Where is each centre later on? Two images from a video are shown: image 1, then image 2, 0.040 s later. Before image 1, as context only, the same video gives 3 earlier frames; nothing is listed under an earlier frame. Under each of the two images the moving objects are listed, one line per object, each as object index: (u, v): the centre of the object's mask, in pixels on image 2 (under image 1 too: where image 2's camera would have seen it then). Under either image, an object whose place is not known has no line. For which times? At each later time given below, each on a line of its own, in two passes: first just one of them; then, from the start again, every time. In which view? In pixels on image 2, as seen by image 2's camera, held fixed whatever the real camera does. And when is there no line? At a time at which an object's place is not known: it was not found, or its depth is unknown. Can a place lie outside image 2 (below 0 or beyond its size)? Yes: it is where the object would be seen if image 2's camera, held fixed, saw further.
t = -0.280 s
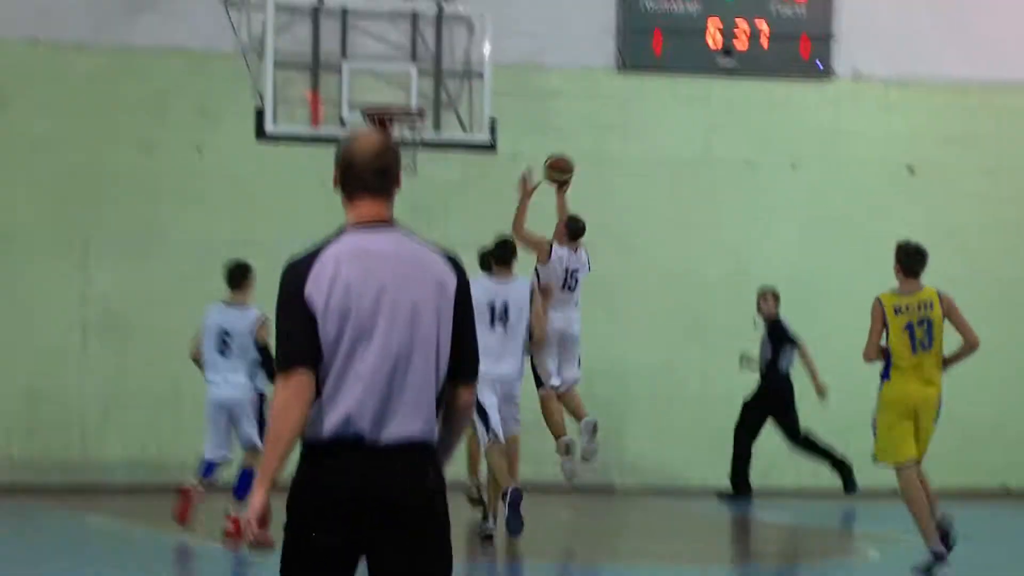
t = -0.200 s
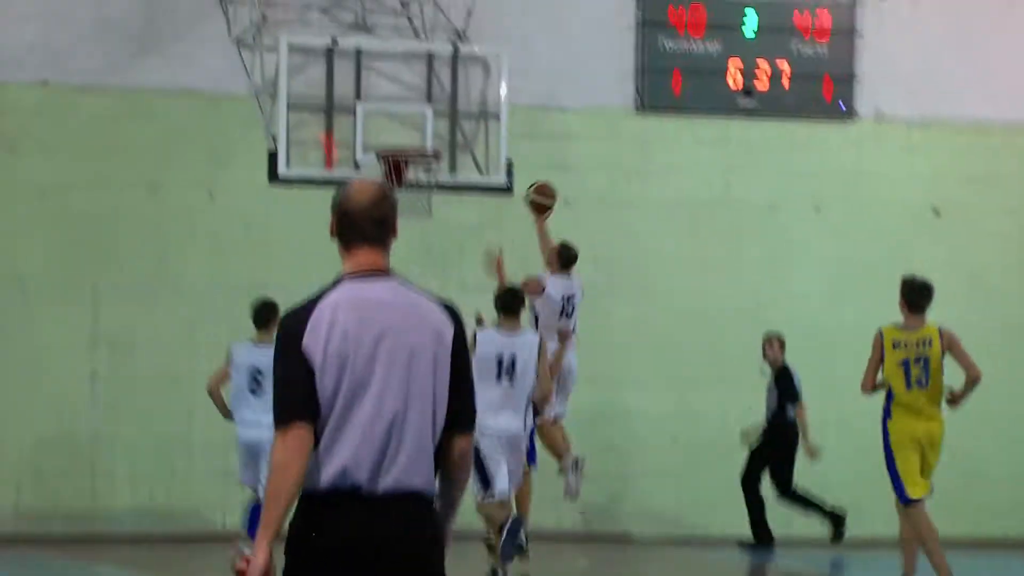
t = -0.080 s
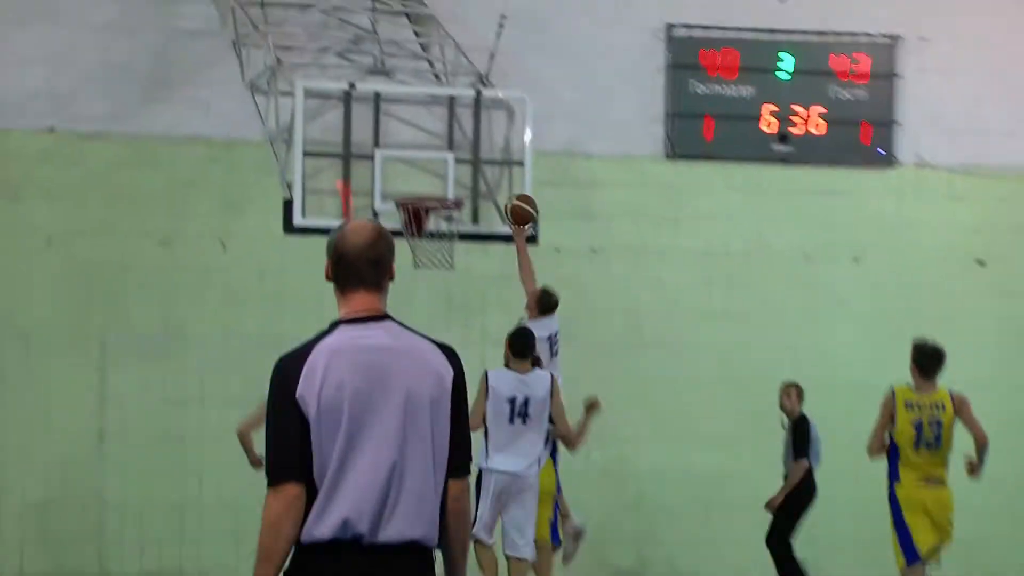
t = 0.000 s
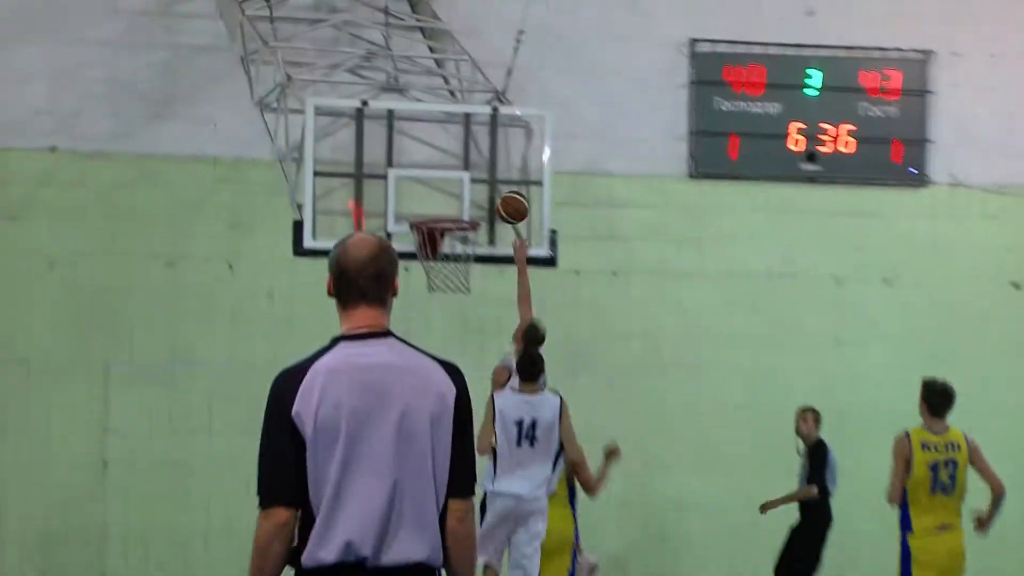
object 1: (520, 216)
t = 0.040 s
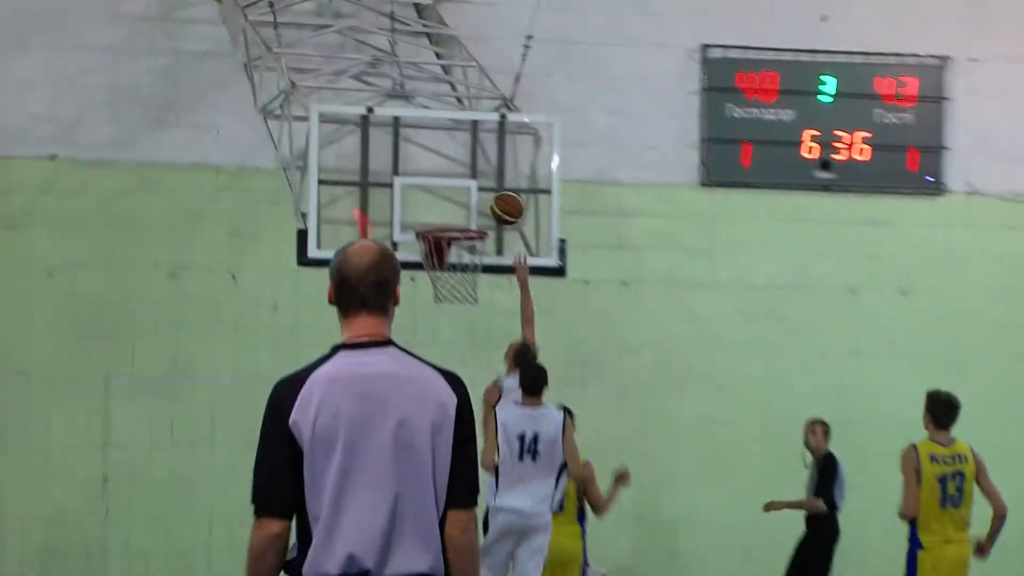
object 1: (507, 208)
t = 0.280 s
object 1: (471, 199)
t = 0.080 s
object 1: (494, 202)
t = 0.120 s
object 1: (487, 197)
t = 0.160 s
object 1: (483, 195)
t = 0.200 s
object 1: (480, 194)
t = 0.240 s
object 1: (476, 195)
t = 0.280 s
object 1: (471, 199)
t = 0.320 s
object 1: (467, 204)
